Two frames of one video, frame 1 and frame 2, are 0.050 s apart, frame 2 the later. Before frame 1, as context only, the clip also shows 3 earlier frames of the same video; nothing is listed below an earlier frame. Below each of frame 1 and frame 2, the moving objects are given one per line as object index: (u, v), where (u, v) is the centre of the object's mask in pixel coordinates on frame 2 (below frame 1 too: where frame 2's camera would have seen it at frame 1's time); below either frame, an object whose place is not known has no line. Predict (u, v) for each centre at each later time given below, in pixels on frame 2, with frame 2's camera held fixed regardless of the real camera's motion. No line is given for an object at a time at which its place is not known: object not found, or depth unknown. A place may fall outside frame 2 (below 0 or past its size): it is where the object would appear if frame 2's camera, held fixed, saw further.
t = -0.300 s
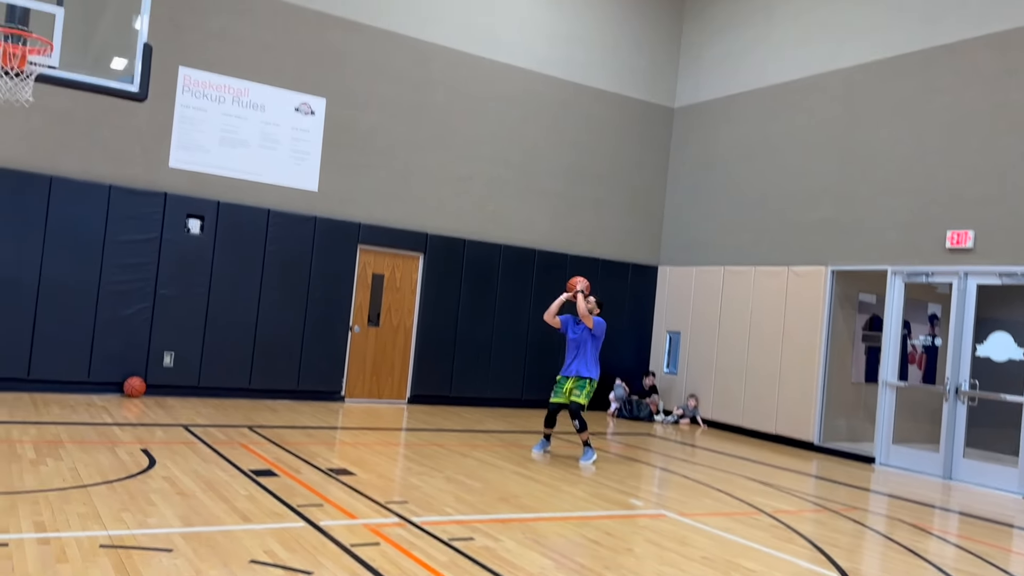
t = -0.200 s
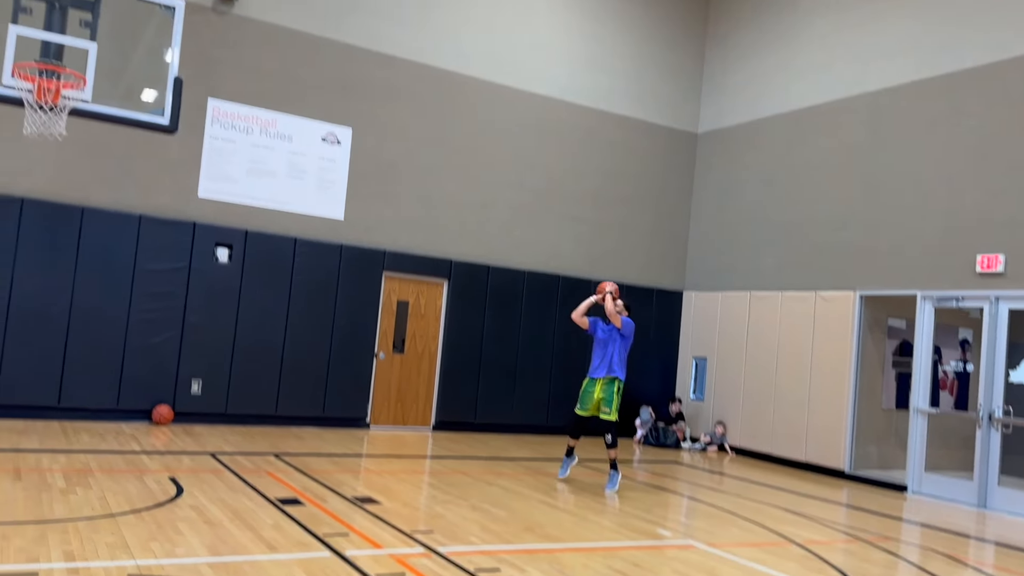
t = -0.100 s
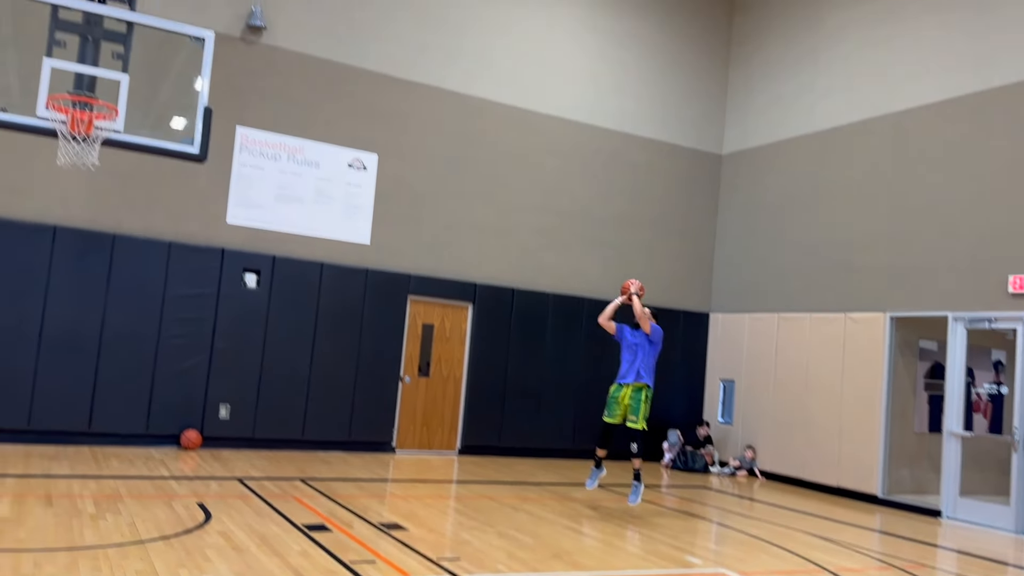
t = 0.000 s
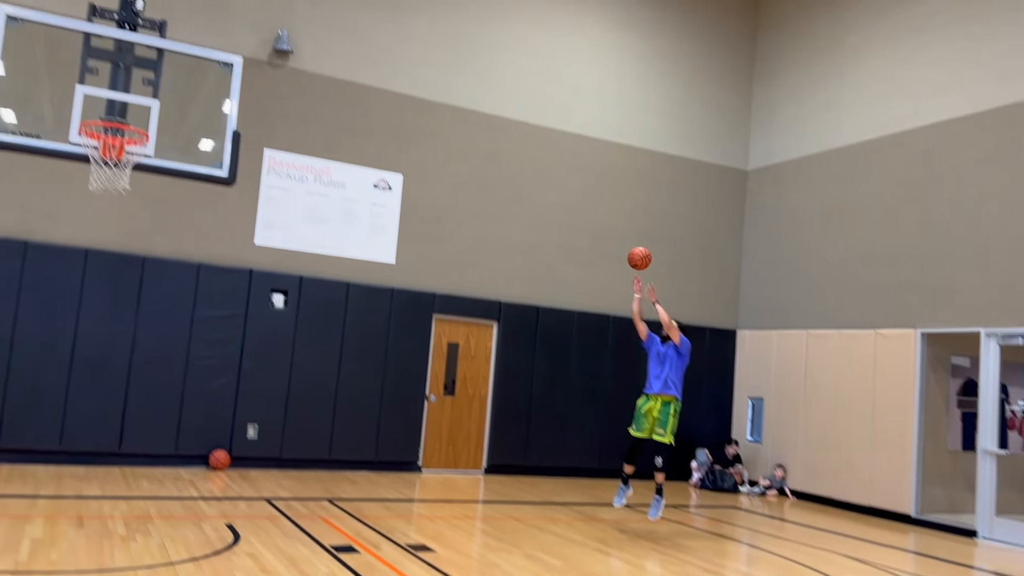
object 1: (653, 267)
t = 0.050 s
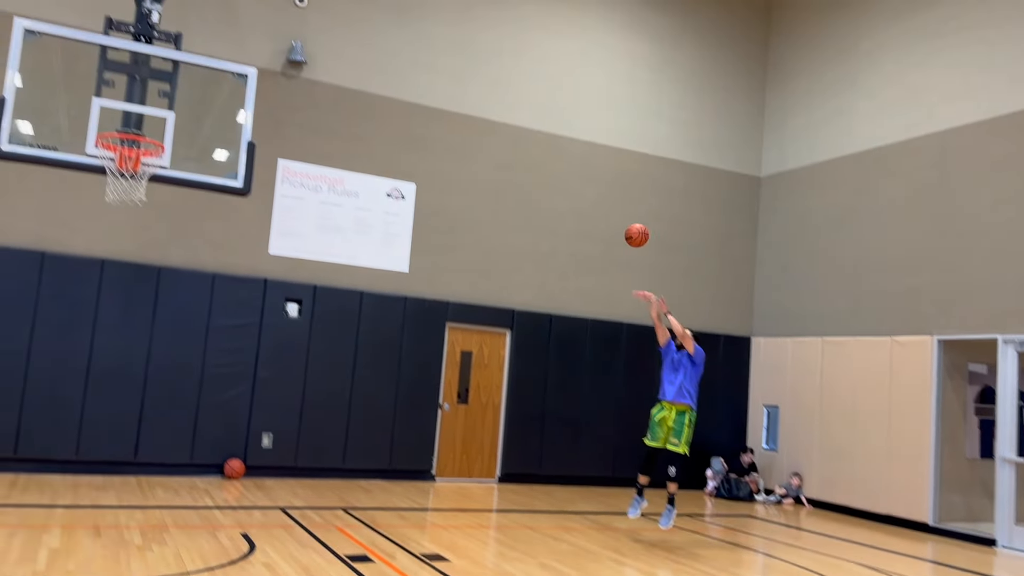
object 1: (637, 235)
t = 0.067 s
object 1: (631, 225)
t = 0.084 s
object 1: (625, 216)
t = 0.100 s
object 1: (620, 207)
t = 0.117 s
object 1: (614, 198)
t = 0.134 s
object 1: (608, 189)
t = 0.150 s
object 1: (603, 180)
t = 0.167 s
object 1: (597, 172)
